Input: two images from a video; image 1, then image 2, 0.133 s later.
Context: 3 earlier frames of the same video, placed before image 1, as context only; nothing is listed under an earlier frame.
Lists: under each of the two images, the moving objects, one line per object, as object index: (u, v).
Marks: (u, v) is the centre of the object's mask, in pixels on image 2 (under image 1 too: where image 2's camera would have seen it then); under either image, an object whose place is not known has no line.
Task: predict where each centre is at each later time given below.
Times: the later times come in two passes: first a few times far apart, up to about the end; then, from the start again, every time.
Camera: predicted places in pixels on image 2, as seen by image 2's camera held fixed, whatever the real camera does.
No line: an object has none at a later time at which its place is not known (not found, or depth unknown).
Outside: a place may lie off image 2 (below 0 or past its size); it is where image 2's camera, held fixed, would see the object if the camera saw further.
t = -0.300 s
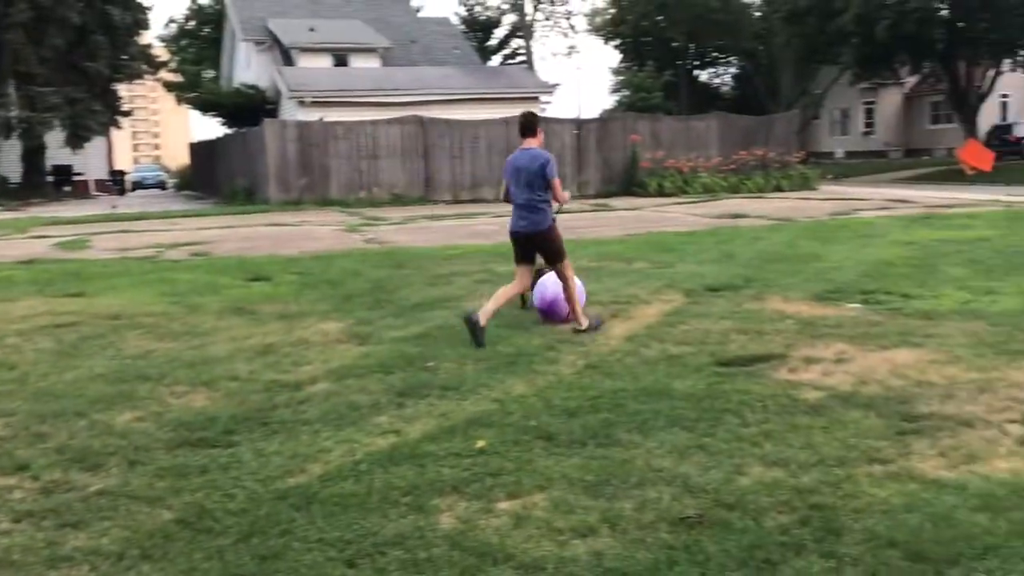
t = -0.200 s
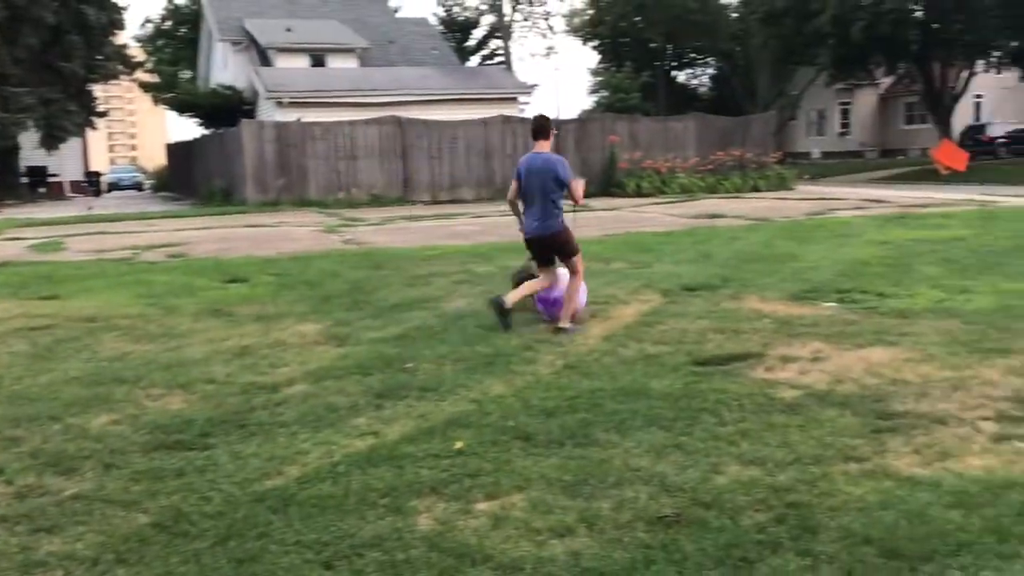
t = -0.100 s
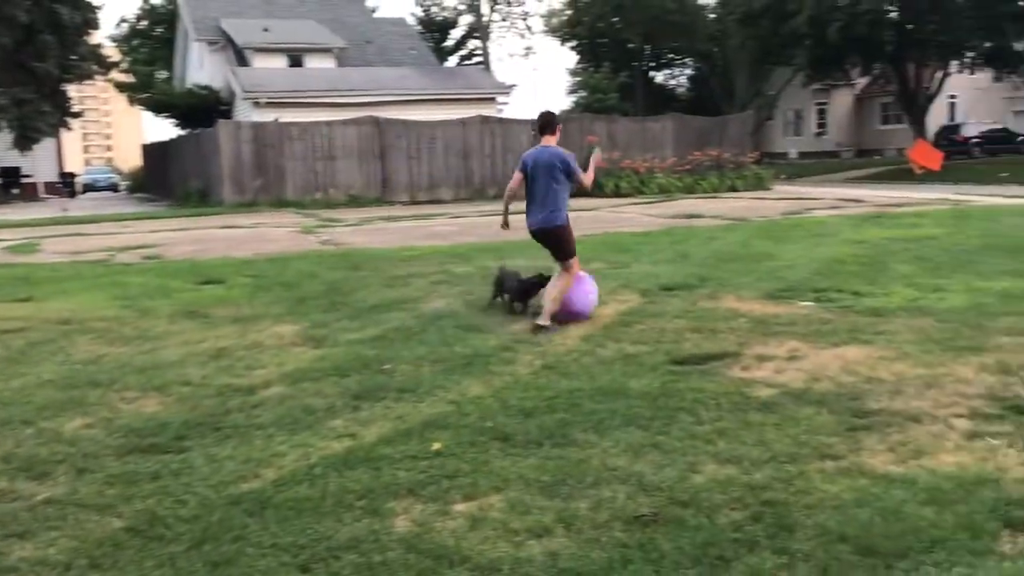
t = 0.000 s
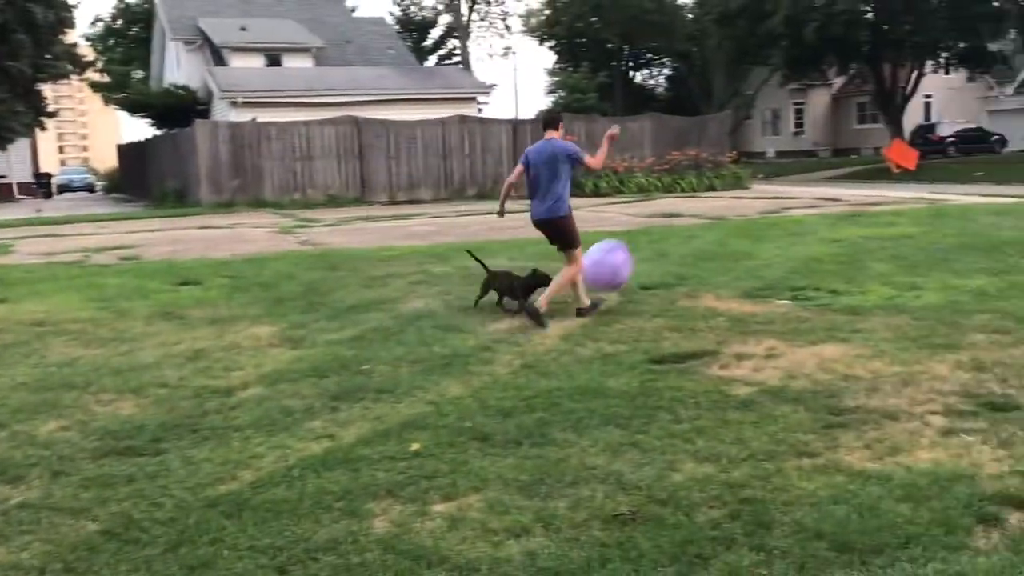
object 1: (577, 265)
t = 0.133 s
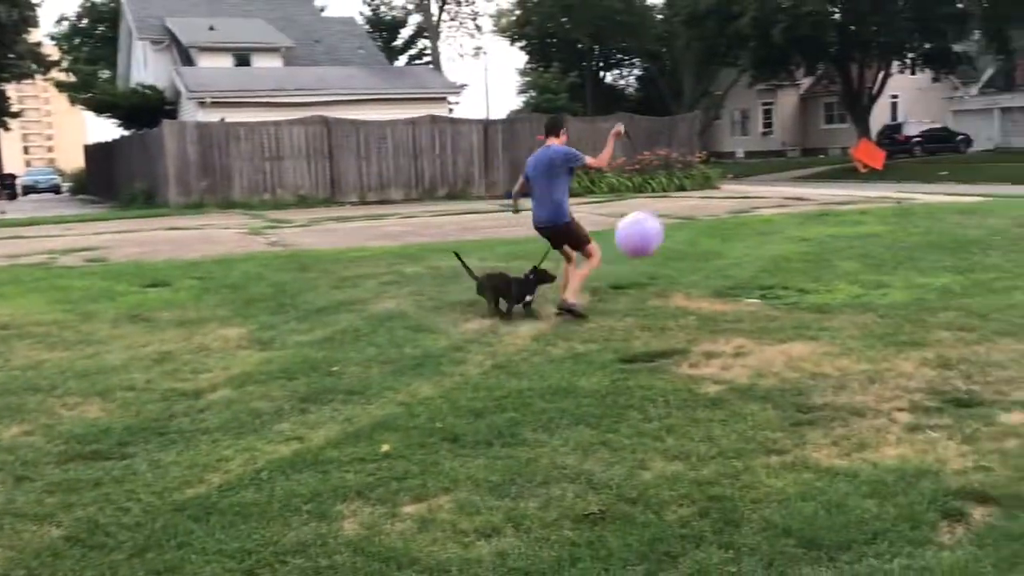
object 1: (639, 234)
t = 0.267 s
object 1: (691, 223)
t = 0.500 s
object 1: (768, 247)
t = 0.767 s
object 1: (814, 228)
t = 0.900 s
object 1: (834, 232)
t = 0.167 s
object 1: (653, 229)
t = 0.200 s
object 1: (666, 226)
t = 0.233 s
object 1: (679, 224)
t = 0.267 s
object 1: (691, 223)
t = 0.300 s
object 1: (703, 223)
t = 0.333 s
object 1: (715, 225)
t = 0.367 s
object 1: (726, 227)
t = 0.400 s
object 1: (737, 231)
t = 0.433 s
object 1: (747, 235)
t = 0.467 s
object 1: (758, 241)
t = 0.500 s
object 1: (768, 247)
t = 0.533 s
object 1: (775, 249)
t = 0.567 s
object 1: (781, 245)
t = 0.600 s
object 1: (786, 241)
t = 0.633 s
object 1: (793, 236)
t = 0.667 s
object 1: (798, 232)
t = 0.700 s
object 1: (804, 230)
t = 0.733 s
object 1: (809, 228)
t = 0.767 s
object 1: (814, 228)
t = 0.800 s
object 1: (819, 227)
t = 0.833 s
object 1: (824, 228)
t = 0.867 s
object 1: (829, 230)
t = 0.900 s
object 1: (834, 232)
